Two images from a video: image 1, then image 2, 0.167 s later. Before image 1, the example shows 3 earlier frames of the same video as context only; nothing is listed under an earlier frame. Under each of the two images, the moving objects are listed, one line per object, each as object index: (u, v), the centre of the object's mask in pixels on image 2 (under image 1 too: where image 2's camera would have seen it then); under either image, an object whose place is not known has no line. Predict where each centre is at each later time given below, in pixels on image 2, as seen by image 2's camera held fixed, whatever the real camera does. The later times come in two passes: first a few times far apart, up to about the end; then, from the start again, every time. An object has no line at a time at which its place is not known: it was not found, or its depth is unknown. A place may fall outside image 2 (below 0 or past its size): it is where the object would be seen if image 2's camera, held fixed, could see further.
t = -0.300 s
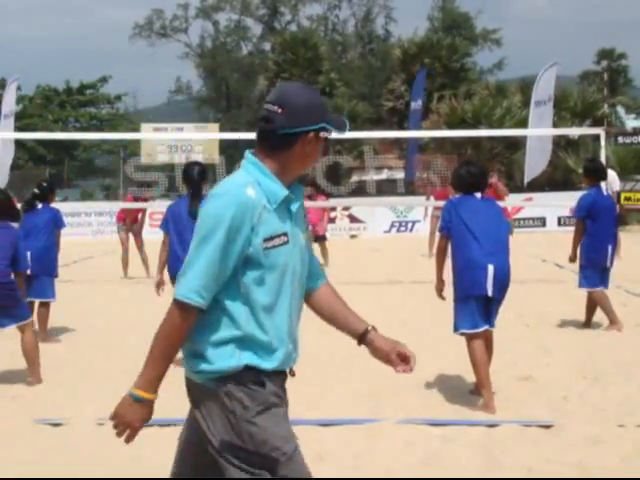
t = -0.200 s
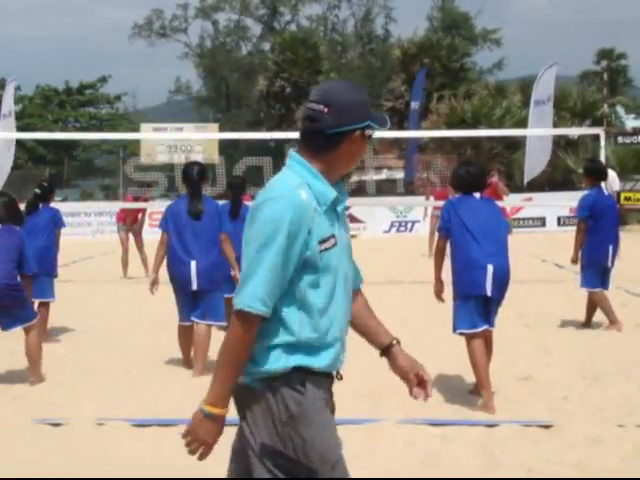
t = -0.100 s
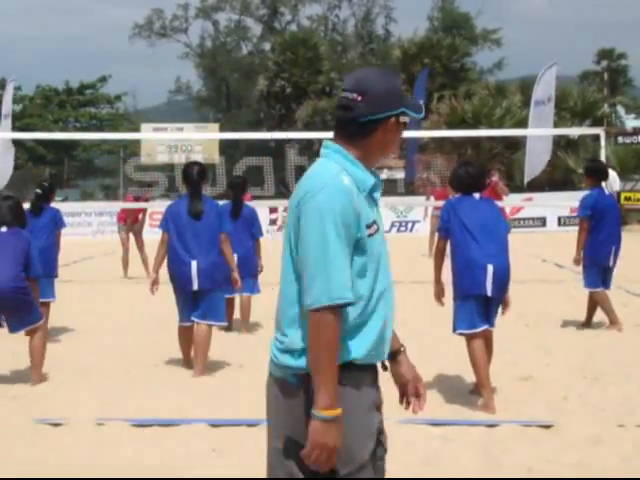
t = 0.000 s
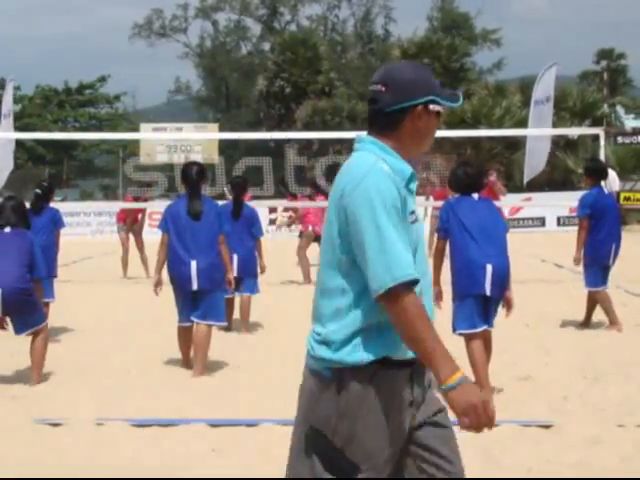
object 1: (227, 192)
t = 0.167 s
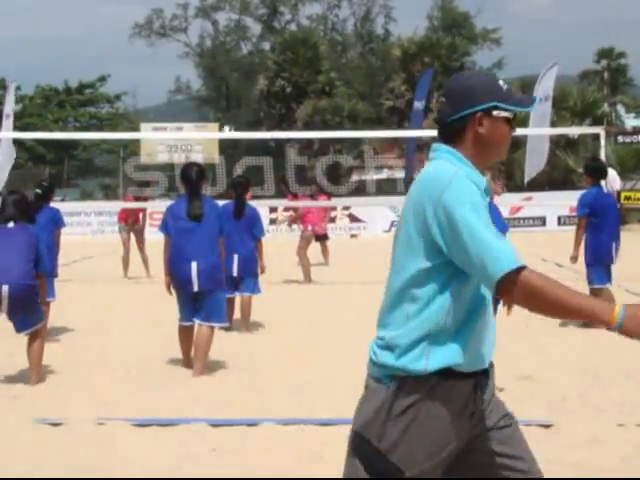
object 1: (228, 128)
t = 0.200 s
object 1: (225, 120)
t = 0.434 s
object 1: (226, 57)
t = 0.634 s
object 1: (228, 22)
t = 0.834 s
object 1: (231, 10)
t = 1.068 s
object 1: (239, 31)
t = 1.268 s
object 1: (247, 96)
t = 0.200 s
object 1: (225, 120)
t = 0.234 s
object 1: (224, 110)
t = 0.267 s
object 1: (225, 100)
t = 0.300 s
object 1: (225, 91)
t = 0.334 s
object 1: (224, 81)
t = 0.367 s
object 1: (225, 73)
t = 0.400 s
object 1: (225, 65)
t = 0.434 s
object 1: (226, 57)
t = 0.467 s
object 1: (227, 49)
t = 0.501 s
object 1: (228, 43)
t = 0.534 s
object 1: (227, 37)
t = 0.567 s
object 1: (227, 31)
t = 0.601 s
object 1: (227, 26)
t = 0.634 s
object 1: (228, 22)
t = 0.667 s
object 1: (228, 18)
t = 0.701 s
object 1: (229, 15)
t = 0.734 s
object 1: (229, 14)
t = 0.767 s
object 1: (230, 12)
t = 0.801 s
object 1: (230, 11)
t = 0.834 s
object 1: (231, 10)
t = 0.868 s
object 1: (232, 10)
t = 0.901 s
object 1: (233, 10)
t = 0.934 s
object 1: (234, 12)
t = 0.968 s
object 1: (236, 15)
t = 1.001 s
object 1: (236, 19)
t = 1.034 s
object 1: (238, 24)
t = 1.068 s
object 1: (239, 31)
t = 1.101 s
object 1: (241, 39)
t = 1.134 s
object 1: (243, 48)
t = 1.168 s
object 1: (245, 58)
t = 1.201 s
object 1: (246, 74)
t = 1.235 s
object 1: (247, 85)
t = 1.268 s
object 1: (247, 96)
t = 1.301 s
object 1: (248, 111)
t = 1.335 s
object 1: (251, 128)
